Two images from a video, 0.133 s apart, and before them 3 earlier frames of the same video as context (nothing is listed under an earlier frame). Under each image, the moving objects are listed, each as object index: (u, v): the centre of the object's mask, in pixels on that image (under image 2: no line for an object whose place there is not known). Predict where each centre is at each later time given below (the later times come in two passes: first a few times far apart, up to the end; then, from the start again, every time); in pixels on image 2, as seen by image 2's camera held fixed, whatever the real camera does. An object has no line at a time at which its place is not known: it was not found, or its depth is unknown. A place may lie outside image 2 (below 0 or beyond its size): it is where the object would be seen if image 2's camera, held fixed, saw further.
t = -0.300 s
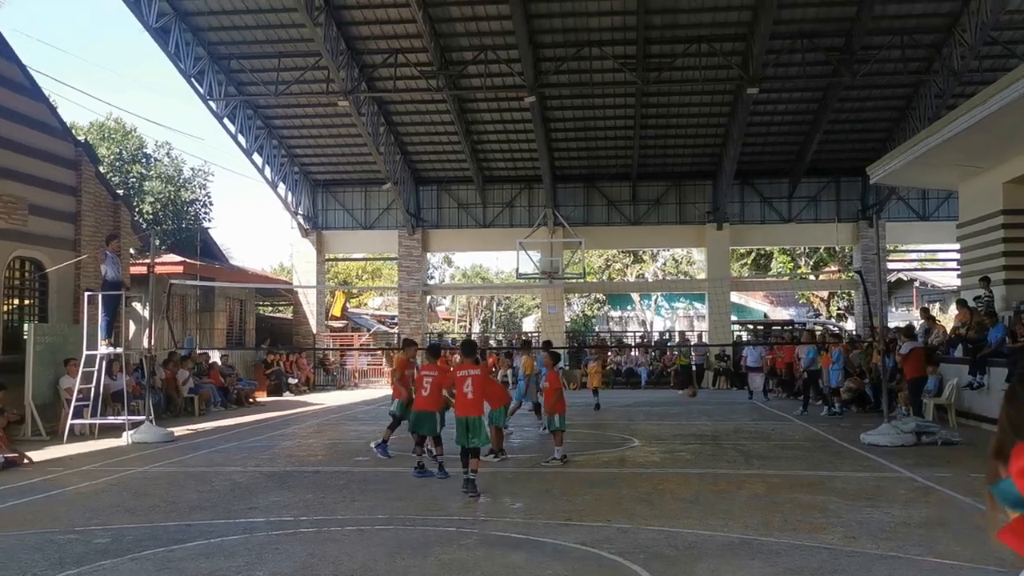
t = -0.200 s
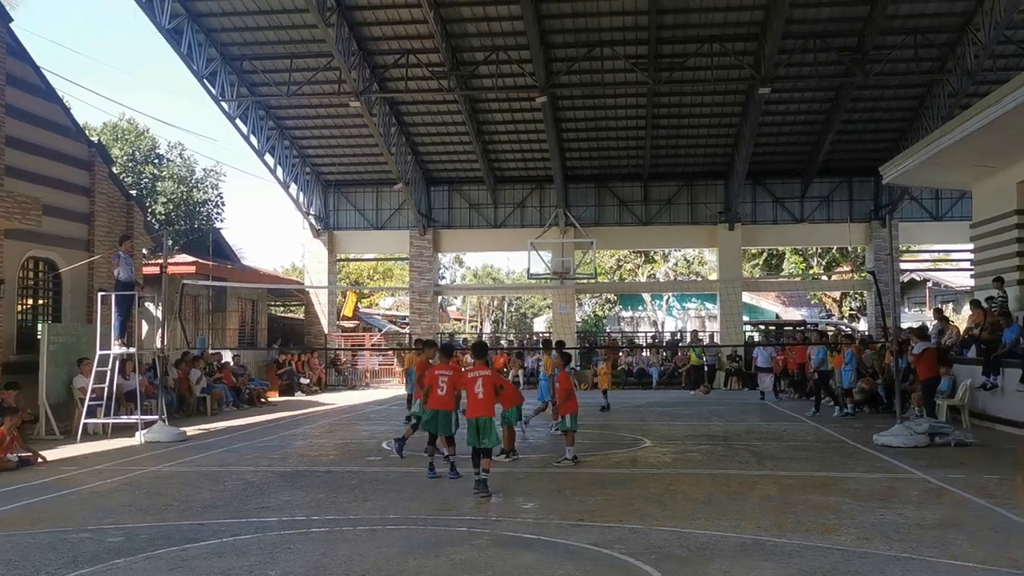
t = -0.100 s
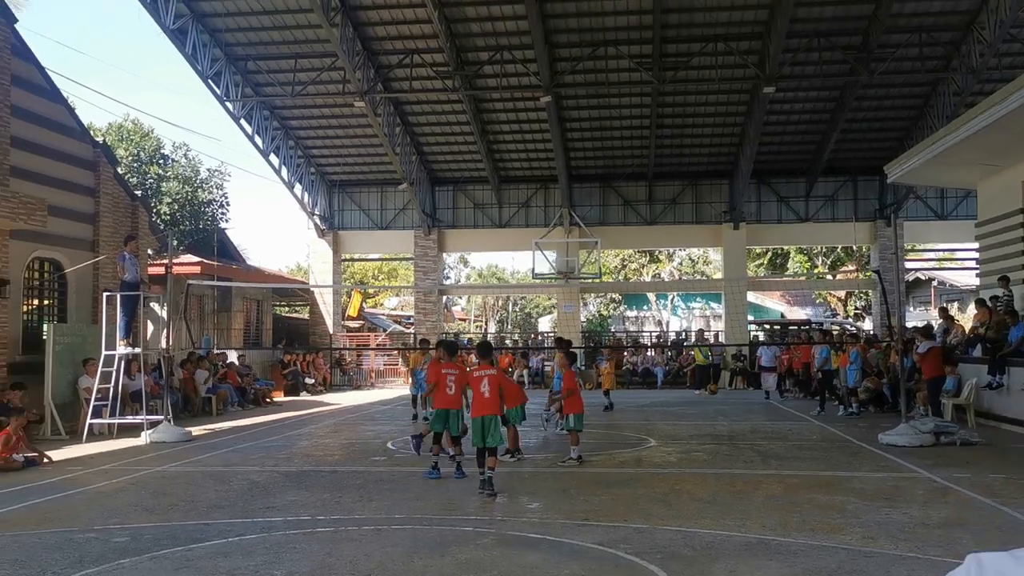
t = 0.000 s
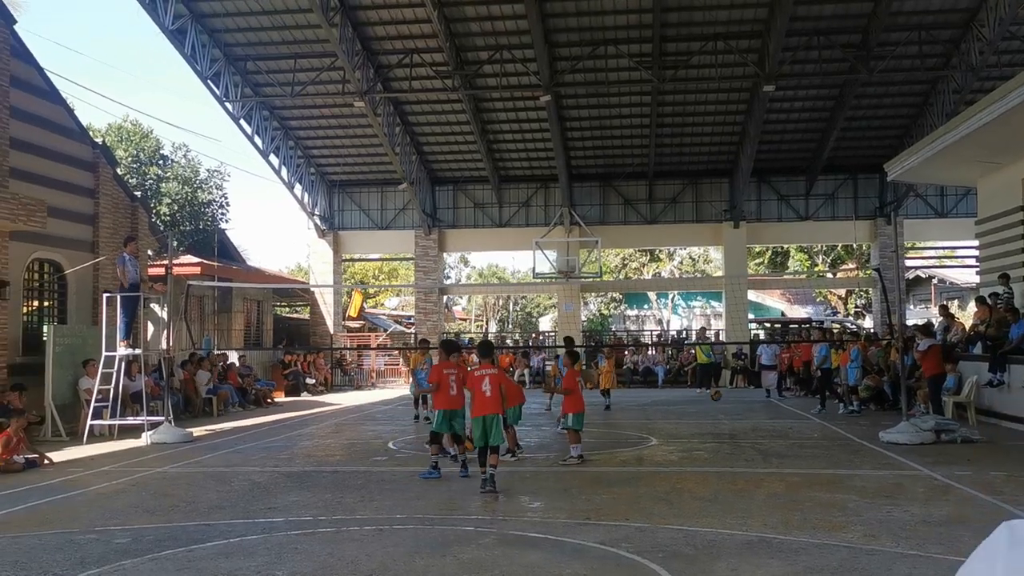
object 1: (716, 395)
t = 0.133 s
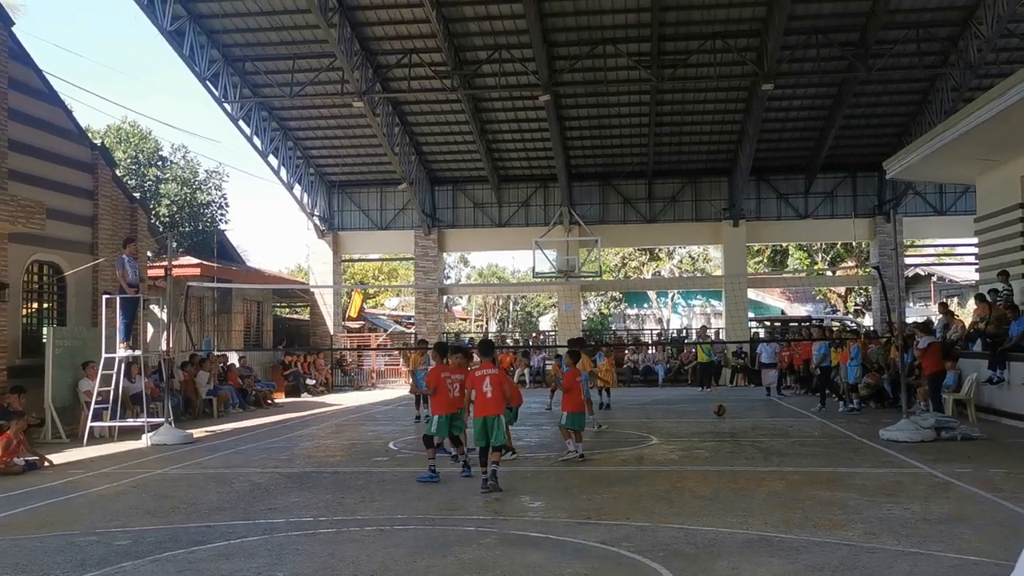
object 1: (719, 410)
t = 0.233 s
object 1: (721, 403)
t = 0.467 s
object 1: (726, 412)
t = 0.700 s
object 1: (730, 417)
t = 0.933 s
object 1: (736, 435)
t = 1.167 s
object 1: (742, 431)
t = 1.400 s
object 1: (753, 460)
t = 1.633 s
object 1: (766, 470)
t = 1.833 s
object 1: (788, 518)
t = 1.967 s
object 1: (800, 512)
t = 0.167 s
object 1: (720, 407)
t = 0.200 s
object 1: (720, 405)
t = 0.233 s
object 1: (721, 403)
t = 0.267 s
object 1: (722, 402)
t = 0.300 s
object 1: (722, 402)
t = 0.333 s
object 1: (723, 402)
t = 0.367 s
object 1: (724, 404)
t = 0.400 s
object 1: (724, 406)
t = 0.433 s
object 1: (724, 408)
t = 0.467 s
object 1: (726, 412)
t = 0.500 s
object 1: (726, 417)
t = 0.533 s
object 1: (727, 422)
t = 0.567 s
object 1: (728, 425)
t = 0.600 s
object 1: (728, 422)
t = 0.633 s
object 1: (729, 419)
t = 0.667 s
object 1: (730, 418)
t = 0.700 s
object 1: (730, 417)
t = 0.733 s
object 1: (731, 416)
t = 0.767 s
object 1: (731, 417)
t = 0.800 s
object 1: (732, 418)
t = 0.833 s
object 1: (732, 421)
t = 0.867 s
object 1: (734, 424)
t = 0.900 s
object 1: (735, 429)
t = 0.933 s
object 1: (736, 435)
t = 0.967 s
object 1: (737, 441)
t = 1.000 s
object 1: (738, 443)
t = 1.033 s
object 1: (738, 439)
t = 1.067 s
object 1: (739, 435)
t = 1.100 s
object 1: (740, 434)
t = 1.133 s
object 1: (741, 431)
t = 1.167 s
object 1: (742, 431)
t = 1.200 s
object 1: (742, 432)
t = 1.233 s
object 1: (743, 433)
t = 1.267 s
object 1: (744, 436)
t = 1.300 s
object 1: (746, 440)
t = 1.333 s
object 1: (748, 445)
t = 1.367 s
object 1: (750, 450)
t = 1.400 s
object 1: (753, 460)
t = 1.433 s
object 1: (756, 471)
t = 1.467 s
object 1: (758, 475)
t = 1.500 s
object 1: (759, 472)
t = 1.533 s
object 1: (760, 469)
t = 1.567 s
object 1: (763, 468)
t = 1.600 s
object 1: (764, 469)
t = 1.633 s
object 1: (766, 470)
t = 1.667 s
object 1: (769, 473)
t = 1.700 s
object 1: (773, 478)
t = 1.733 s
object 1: (775, 485)
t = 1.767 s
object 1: (780, 494)
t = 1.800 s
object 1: (783, 505)
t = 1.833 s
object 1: (788, 518)
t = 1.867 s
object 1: (791, 519)
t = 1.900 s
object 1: (794, 516)
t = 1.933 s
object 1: (797, 513)
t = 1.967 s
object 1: (800, 512)
